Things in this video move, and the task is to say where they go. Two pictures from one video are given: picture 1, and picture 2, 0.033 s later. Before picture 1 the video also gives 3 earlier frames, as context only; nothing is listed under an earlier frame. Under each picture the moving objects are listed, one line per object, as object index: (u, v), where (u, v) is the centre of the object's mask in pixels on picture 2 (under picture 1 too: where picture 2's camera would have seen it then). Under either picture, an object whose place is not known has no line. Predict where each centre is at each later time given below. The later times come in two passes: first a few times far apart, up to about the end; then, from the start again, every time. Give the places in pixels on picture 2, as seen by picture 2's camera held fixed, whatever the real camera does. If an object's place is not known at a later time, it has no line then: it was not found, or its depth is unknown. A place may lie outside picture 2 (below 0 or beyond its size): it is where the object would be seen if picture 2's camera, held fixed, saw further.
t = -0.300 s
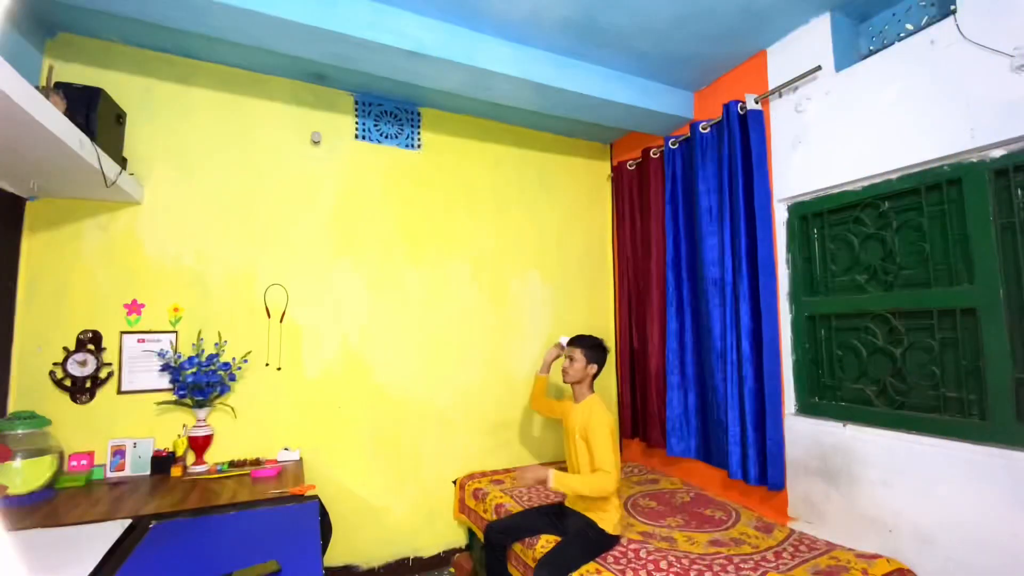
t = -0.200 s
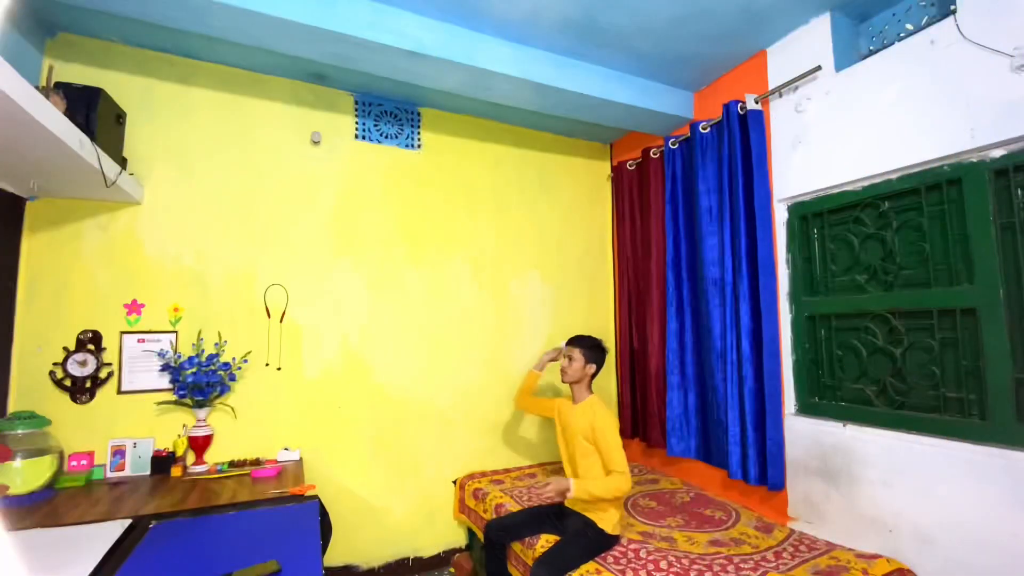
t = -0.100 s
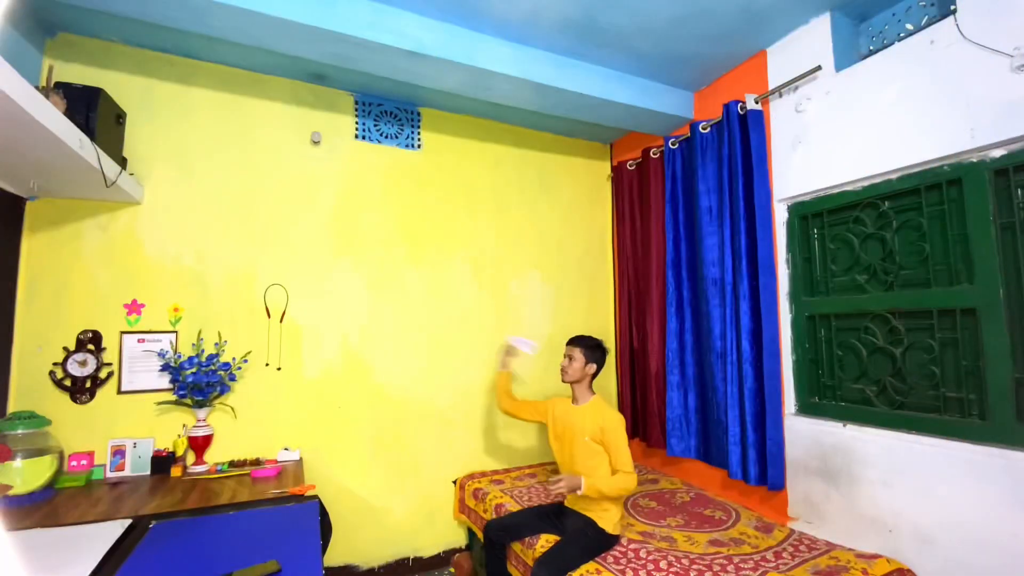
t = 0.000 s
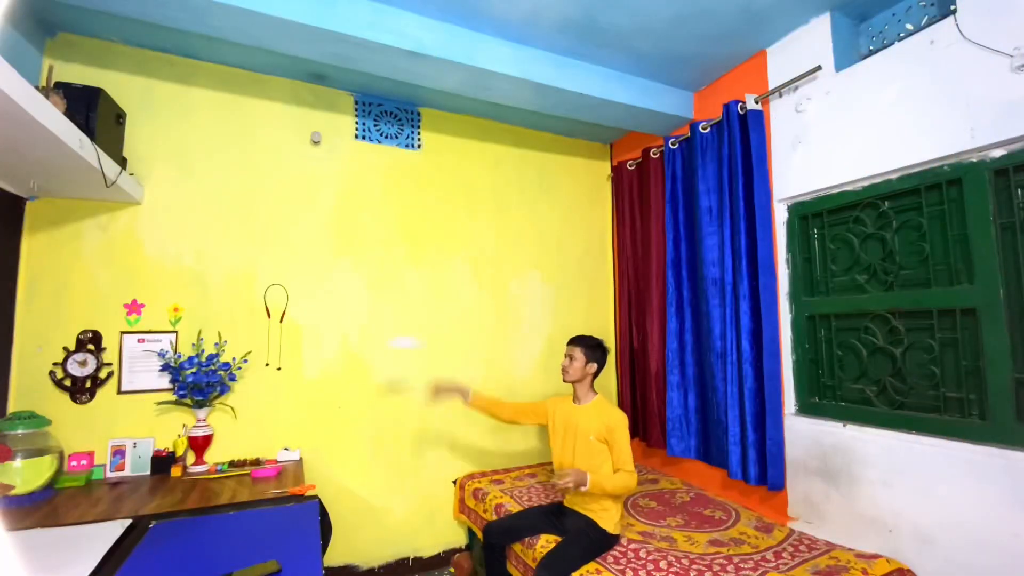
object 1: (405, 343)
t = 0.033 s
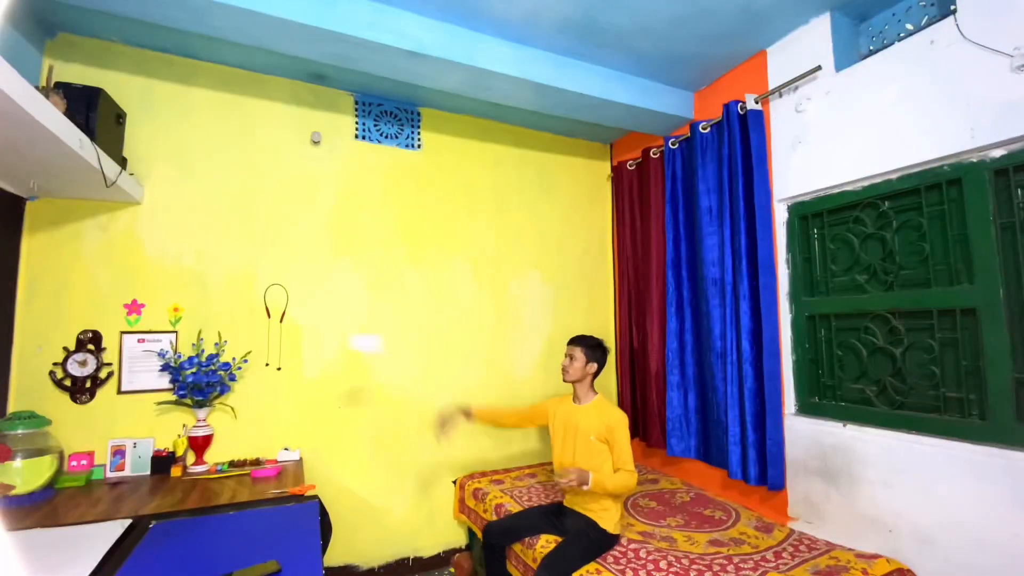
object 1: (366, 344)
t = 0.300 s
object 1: (312, 237)
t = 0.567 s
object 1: (546, 257)
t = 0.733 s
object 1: (583, 310)
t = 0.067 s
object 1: (328, 341)
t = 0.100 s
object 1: (296, 332)
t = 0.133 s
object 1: (271, 328)
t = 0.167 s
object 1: (257, 313)
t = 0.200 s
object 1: (254, 292)
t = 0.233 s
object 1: (263, 272)
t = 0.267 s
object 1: (284, 253)
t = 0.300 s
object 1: (312, 237)
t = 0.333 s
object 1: (346, 227)
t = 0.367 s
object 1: (381, 221)
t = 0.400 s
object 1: (416, 220)
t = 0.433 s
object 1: (449, 223)
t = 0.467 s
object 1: (480, 228)
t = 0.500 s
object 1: (506, 237)
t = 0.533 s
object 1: (528, 247)
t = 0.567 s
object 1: (546, 257)
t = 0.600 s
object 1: (561, 269)
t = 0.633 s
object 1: (570, 281)
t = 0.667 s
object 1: (577, 290)
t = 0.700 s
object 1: (582, 301)
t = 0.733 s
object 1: (583, 310)
